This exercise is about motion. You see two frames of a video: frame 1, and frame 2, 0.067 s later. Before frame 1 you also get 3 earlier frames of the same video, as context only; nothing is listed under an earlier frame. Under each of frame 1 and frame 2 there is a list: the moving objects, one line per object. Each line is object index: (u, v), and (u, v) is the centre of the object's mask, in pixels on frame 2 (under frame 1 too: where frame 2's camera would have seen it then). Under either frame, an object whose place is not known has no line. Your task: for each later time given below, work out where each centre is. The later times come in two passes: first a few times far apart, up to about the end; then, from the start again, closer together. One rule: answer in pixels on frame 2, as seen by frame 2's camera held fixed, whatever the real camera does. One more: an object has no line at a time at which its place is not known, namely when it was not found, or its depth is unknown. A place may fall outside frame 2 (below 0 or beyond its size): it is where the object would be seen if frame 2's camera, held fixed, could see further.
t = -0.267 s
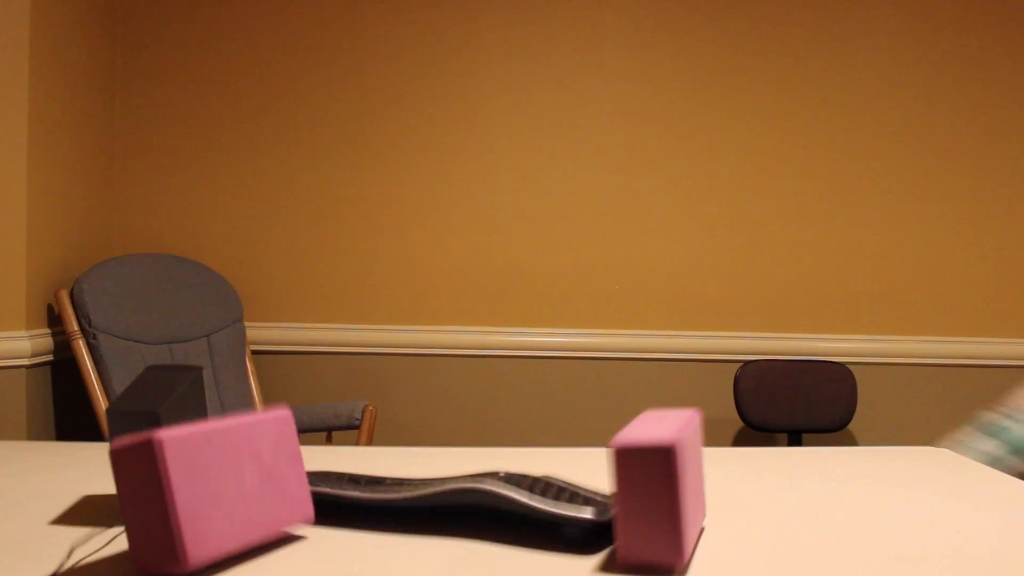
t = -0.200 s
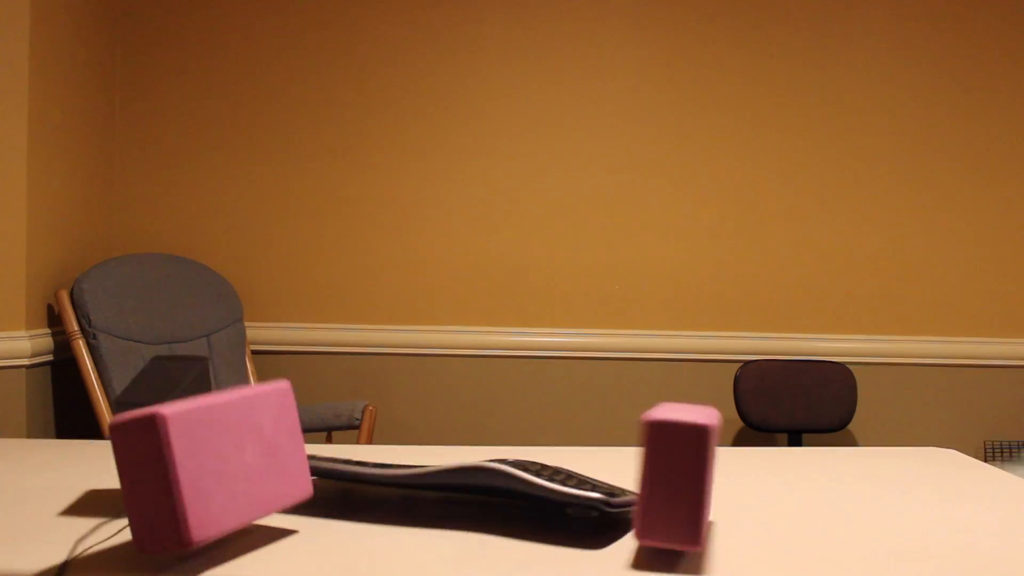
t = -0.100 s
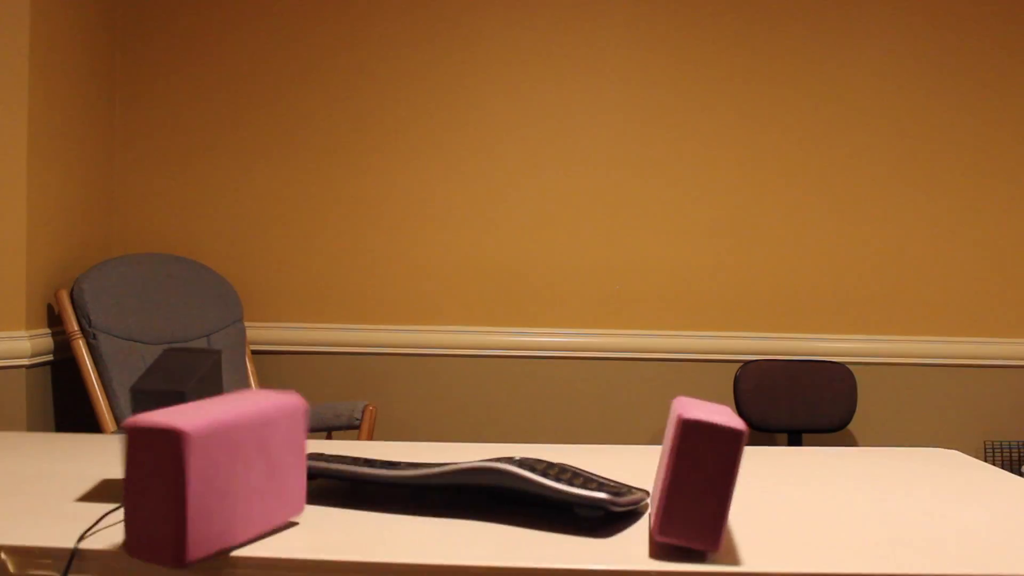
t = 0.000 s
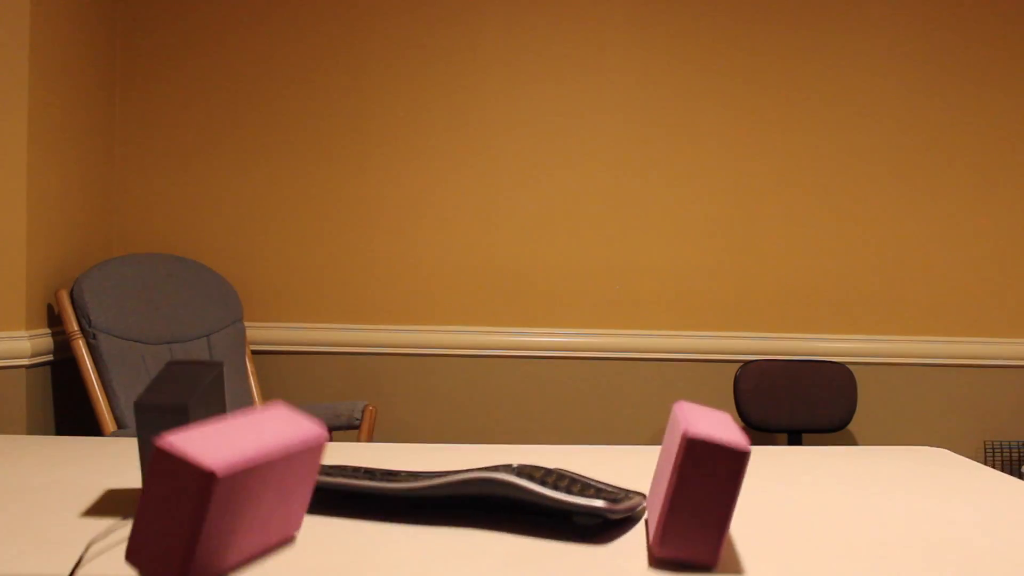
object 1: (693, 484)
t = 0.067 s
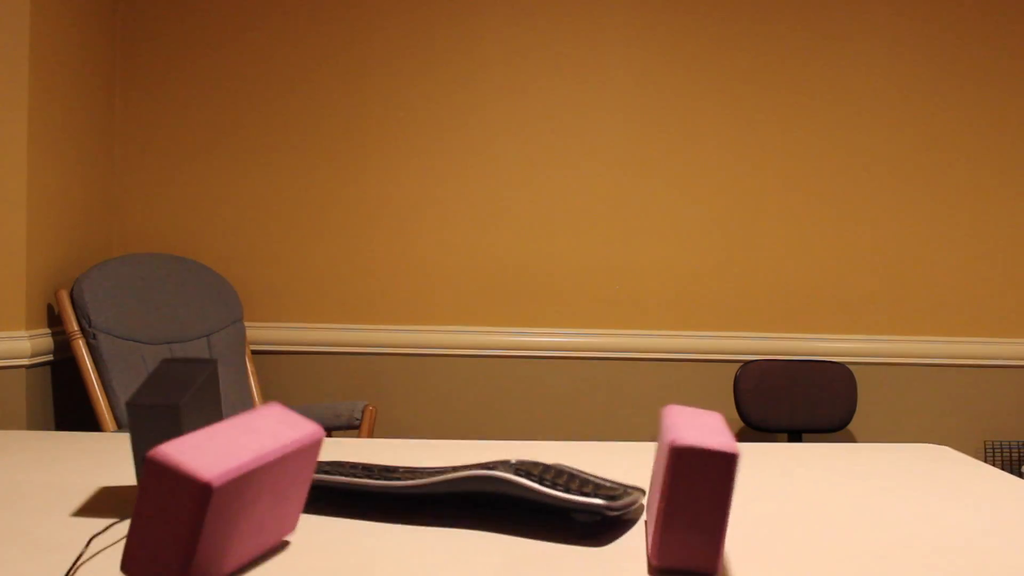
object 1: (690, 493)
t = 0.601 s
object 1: (696, 492)
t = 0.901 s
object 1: (697, 491)
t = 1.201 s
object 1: (697, 492)
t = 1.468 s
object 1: (697, 492)
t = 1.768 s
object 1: (697, 492)
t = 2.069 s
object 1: (697, 491)
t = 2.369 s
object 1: (697, 492)
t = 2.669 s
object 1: (697, 492)
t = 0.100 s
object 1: (688, 494)
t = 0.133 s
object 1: (684, 491)
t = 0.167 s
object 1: (683, 490)
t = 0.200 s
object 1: (680, 491)
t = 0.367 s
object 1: (678, 487)
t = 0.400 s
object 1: (679, 492)
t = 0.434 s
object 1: (682, 491)
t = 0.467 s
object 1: (687, 496)
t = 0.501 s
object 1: (693, 492)
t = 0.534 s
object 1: (696, 492)
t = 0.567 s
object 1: (696, 492)
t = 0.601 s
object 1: (696, 492)
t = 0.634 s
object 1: (696, 492)
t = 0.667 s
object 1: (697, 492)
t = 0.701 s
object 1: (697, 491)
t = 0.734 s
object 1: (697, 491)
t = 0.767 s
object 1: (696, 491)
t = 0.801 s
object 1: (697, 491)
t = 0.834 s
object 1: (697, 491)
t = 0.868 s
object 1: (697, 491)
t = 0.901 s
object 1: (697, 491)
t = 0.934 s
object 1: (697, 491)
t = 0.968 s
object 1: (697, 491)
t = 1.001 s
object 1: (697, 491)
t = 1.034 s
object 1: (697, 491)
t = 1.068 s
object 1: (697, 492)
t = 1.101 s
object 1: (697, 492)
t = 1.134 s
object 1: (697, 492)
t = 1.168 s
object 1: (697, 492)
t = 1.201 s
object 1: (697, 492)
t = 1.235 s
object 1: (697, 492)
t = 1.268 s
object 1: (697, 492)
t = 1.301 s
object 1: (697, 492)
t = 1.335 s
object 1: (697, 492)
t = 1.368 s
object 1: (697, 492)
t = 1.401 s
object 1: (697, 491)
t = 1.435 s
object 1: (697, 492)
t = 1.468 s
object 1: (697, 492)
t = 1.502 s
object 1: (697, 492)
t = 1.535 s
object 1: (697, 492)
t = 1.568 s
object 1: (697, 492)
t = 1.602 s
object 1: (697, 492)
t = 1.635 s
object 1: (697, 492)
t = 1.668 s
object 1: (697, 492)
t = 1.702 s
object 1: (697, 492)
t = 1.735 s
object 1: (697, 492)
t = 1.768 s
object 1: (697, 492)
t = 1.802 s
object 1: (697, 492)
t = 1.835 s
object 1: (697, 492)
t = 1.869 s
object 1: (697, 491)
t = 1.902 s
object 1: (697, 492)
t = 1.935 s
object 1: (697, 492)
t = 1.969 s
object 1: (697, 492)
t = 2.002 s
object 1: (696, 492)
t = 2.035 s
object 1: (697, 492)
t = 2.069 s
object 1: (697, 491)
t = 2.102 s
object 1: (697, 491)
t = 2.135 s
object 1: (697, 492)
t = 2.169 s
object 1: (697, 492)
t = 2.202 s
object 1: (697, 492)
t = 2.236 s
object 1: (696, 492)
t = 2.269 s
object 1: (697, 492)
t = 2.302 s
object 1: (697, 492)
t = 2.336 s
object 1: (697, 492)
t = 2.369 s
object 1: (697, 492)
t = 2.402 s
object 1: (697, 492)
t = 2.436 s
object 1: (697, 491)
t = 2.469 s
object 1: (697, 492)
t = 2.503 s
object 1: (697, 492)
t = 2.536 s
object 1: (697, 492)
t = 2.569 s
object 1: (697, 492)
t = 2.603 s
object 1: (697, 492)
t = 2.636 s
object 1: (697, 492)
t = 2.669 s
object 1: (697, 492)
